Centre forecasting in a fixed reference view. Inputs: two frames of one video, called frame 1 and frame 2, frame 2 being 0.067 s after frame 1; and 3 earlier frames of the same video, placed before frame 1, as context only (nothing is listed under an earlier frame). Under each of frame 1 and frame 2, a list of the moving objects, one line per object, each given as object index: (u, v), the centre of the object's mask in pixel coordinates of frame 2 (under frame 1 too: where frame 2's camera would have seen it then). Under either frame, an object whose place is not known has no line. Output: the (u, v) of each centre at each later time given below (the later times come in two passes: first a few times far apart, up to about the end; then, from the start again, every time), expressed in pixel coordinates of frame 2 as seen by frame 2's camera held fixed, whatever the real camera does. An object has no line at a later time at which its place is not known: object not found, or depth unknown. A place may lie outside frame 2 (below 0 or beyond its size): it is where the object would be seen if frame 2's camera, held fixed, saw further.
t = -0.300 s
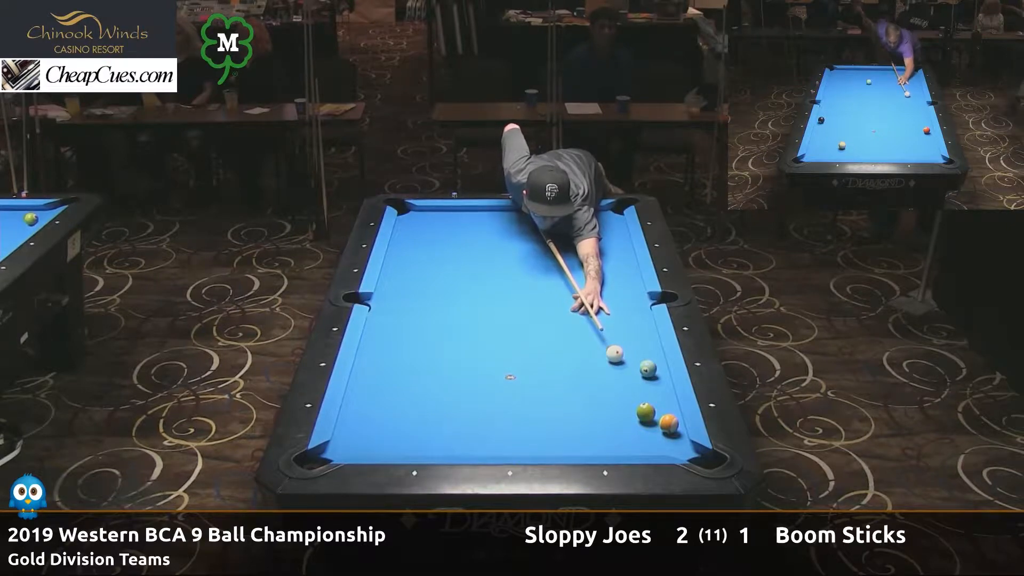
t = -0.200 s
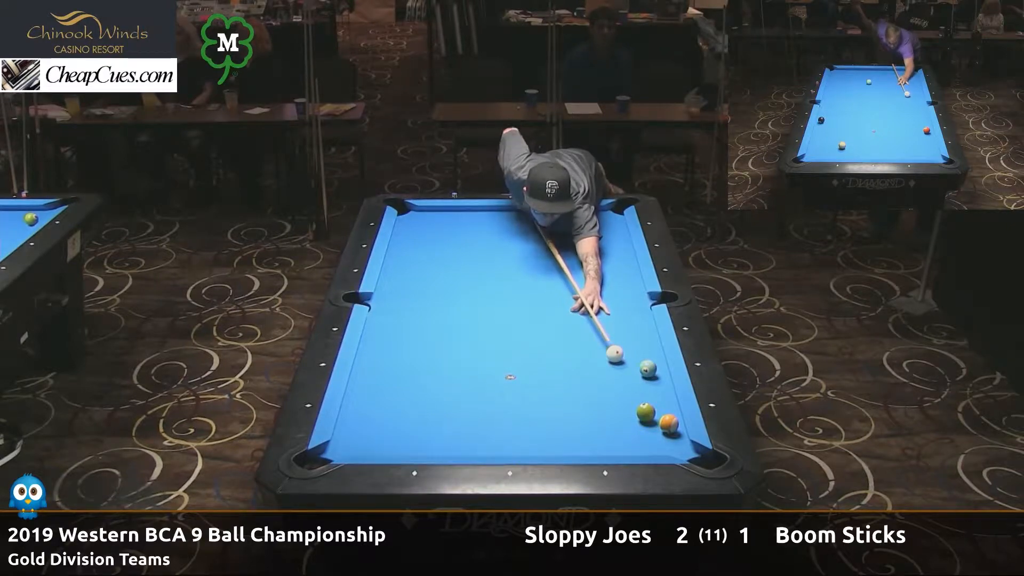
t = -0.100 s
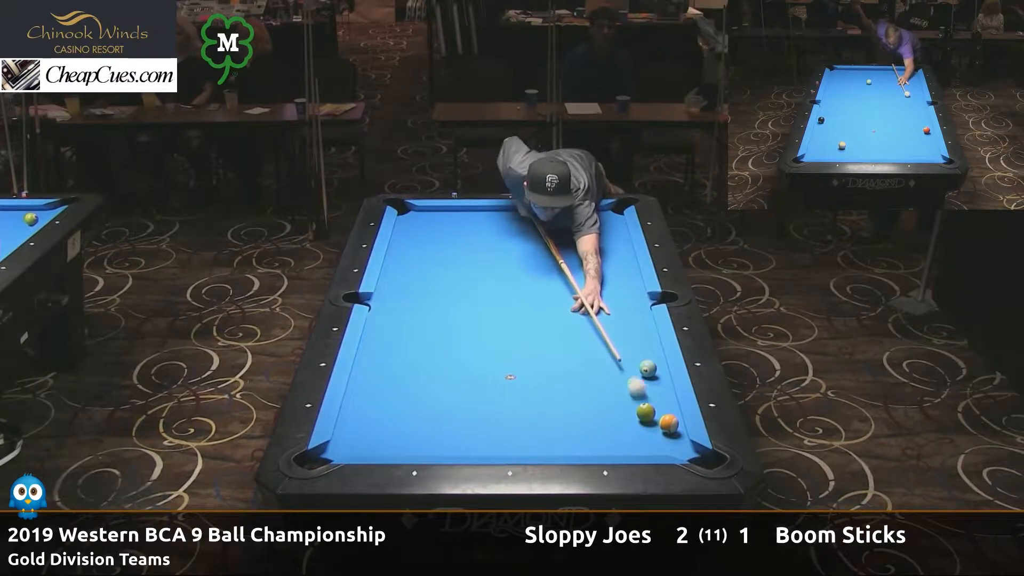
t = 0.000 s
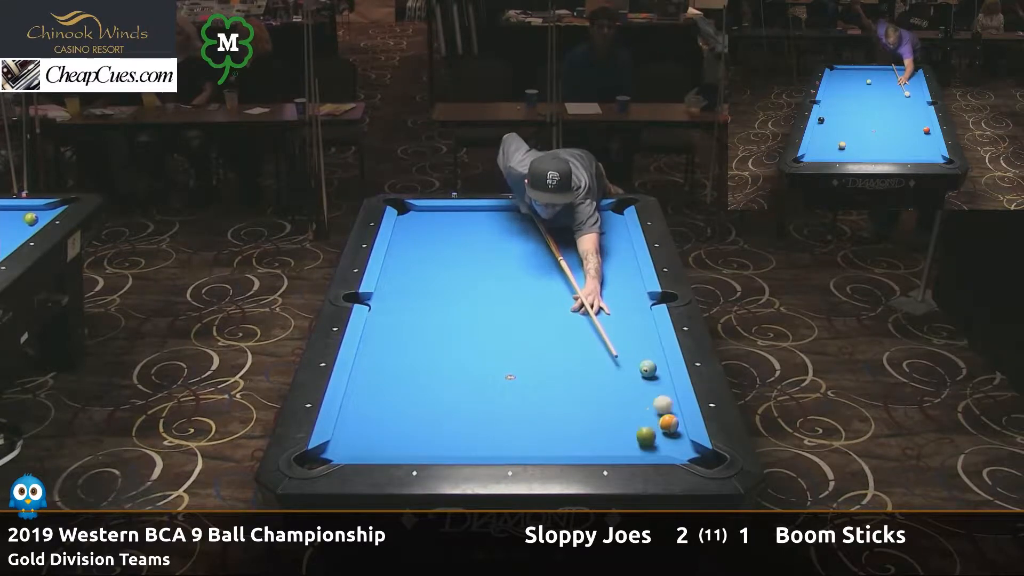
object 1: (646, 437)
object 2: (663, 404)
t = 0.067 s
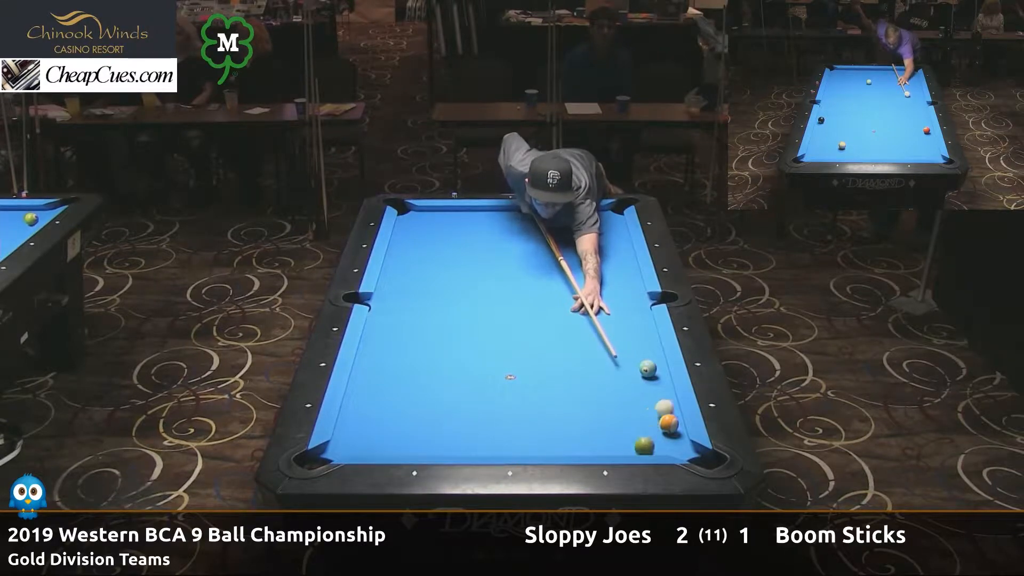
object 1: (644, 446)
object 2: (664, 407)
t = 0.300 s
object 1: (597, 419)
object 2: (668, 408)
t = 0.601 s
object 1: (525, 399)
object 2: (658, 408)
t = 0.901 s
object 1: (459, 381)
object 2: (646, 408)
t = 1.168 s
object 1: (405, 366)
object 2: (636, 407)
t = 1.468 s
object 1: (372, 351)
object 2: (628, 406)
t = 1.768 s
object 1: (408, 343)
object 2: (622, 406)
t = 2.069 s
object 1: (441, 336)
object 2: (618, 406)
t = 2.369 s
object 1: (471, 329)
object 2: (616, 406)
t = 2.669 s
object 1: (498, 322)
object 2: (616, 406)
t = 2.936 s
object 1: (521, 317)
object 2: (616, 406)
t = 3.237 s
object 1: (544, 312)
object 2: (616, 406)
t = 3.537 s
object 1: (565, 307)
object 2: (616, 406)
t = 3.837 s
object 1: (584, 303)
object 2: (616, 406)
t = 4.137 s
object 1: (601, 299)
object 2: (616, 406)
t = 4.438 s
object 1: (616, 295)
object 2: (616, 406)
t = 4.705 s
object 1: (629, 293)
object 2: (616, 406)
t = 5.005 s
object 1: (636, 291)
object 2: (616, 406)
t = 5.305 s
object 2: (616, 406)
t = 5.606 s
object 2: (616, 406)
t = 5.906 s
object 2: (616, 406)
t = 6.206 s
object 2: (616, 406)
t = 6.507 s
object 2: (616, 406)
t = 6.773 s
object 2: (616, 406)
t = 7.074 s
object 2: (616, 406)
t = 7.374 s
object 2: (616, 406)
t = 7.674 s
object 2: (616, 406)
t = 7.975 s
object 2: (616, 406)
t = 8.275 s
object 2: (616, 406)
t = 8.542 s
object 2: (616, 406)
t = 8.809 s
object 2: (616, 406)
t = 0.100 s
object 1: (642, 440)
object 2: (658, 410)
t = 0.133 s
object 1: (640, 432)
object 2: (654, 413)
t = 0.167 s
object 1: (638, 426)
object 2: (652, 416)
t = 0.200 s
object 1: (627, 424)
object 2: (655, 414)
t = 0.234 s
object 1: (616, 423)
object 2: (659, 411)
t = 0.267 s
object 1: (607, 421)
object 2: (664, 409)
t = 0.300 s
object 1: (597, 419)
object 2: (668, 408)
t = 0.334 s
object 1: (589, 417)
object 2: (671, 408)
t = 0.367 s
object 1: (580, 415)
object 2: (669, 407)
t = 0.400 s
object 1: (572, 412)
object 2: (667, 407)
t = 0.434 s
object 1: (564, 410)
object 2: (665, 407)
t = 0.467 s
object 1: (556, 408)
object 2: (664, 408)
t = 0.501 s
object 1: (548, 406)
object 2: (662, 408)
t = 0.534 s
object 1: (540, 403)
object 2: (661, 408)
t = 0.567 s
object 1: (532, 401)
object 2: (659, 408)
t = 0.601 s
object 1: (525, 399)
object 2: (658, 408)
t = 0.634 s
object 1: (517, 397)
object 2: (656, 408)
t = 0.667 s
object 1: (509, 395)
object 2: (655, 408)
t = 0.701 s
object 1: (502, 393)
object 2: (654, 409)
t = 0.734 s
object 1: (494, 391)
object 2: (652, 408)
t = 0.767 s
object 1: (487, 389)
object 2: (651, 408)
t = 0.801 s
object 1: (480, 386)
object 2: (649, 408)
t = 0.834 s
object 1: (472, 385)
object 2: (648, 408)
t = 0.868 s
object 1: (465, 383)
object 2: (647, 408)
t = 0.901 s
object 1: (459, 381)
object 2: (646, 408)
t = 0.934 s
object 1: (452, 379)
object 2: (644, 408)
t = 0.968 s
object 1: (445, 377)
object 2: (643, 408)
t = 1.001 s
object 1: (438, 375)
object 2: (642, 407)
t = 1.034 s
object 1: (431, 373)
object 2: (641, 407)
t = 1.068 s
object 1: (425, 372)
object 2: (640, 407)
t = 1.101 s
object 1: (418, 369)
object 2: (639, 407)
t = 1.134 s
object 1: (412, 367)
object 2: (637, 407)
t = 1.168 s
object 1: (405, 366)
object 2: (636, 407)
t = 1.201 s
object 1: (399, 364)
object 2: (635, 407)
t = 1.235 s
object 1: (393, 362)
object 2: (634, 407)
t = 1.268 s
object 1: (387, 360)
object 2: (633, 407)
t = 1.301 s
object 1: (380, 359)
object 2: (632, 407)
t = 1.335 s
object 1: (375, 357)
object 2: (631, 407)
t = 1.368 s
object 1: (368, 355)
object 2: (631, 406)
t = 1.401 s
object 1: (364, 354)
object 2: (630, 406)
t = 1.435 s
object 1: (368, 352)
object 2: (629, 406)
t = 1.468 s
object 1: (372, 351)
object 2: (628, 406)
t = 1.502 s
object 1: (377, 350)
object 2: (628, 406)
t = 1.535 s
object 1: (381, 350)
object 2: (627, 406)
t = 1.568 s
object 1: (385, 349)
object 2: (626, 406)
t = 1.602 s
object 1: (389, 348)
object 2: (625, 406)
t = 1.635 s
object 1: (392, 347)
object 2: (624, 406)
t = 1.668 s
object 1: (396, 346)
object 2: (624, 406)
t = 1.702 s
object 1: (400, 345)
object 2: (623, 406)
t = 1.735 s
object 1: (404, 344)
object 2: (623, 406)
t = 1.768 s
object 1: (408, 343)
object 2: (622, 406)
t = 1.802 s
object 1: (412, 342)
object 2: (622, 406)
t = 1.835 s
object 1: (415, 342)
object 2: (621, 406)
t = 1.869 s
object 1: (419, 341)
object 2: (620, 406)
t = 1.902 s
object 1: (423, 340)
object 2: (620, 406)
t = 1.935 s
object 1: (427, 339)
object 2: (620, 406)
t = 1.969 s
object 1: (431, 338)
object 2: (619, 406)
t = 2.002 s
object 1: (434, 337)
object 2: (619, 406)
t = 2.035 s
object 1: (437, 337)
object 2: (618, 406)
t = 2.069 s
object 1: (441, 336)
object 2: (618, 406)
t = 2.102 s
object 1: (444, 335)
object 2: (618, 406)
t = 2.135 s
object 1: (448, 334)
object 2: (617, 406)
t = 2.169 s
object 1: (451, 333)
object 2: (617, 406)
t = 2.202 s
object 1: (455, 333)
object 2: (617, 406)
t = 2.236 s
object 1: (458, 332)
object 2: (617, 406)
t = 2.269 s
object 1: (461, 331)
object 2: (617, 406)
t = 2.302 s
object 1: (464, 330)
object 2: (616, 406)
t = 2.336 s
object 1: (468, 330)
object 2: (616, 406)
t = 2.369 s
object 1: (471, 329)
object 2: (616, 406)
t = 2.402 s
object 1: (474, 329)
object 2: (616, 406)
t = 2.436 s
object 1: (477, 327)
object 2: (616, 406)
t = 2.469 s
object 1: (480, 327)
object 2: (616, 406)
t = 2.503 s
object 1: (483, 326)
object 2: (616, 406)
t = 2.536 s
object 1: (486, 325)
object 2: (616, 406)
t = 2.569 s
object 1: (490, 324)
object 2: (616, 406)
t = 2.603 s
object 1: (493, 324)
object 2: (616, 406)
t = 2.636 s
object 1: (495, 323)
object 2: (616, 406)
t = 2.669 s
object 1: (498, 322)
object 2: (616, 406)
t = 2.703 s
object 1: (501, 322)
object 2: (616, 406)
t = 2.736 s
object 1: (504, 321)
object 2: (616, 406)
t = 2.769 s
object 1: (507, 321)
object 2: (616, 406)
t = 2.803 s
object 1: (510, 320)
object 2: (616, 406)
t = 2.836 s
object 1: (513, 319)
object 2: (616, 406)
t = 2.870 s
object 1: (515, 319)
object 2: (616, 406)
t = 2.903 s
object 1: (518, 318)
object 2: (616, 406)
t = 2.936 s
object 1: (521, 317)
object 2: (616, 406)
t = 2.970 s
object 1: (523, 317)
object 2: (616, 406)
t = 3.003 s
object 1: (526, 316)
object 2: (616, 406)
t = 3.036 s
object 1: (529, 315)
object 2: (616, 406)
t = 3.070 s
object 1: (531, 315)
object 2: (616, 406)
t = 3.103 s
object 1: (534, 314)
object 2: (616, 406)
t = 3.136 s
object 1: (536, 314)
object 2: (616, 406)
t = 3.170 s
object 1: (539, 313)
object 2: (616, 406)
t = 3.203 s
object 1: (541, 313)
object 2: (616, 406)
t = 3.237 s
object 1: (544, 312)
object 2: (616, 406)
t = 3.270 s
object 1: (546, 311)
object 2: (616, 406)
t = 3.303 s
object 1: (549, 311)
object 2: (616, 406)
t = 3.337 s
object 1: (551, 310)
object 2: (616, 406)
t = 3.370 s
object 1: (554, 310)
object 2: (616, 406)
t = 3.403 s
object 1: (556, 309)
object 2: (616, 406)
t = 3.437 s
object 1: (558, 309)
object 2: (616, 406)
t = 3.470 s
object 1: (560, 308)
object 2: (616, 406)
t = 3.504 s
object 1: (563, 307)
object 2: (616, 406)
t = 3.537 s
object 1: (565, 307)
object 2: (616, 406)
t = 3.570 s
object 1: (567, 307)
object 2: (616, 406)
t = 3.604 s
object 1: (569, 306)
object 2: (616, 406)
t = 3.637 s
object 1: (572, 306)
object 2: (616, 406)
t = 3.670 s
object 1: (574, 305)
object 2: (616, 406)
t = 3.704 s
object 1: (576, 305)
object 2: (616, 406)
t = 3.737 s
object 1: (578, 304)
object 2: (616, 406)
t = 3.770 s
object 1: (580, 304)
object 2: (616, 406)
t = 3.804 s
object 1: (582, 303)
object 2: (616, 406)
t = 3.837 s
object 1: (584, 303)
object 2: (616, 406)
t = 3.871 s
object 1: (586, 302)
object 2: (616, 406)
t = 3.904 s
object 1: (588, 302)
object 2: (616, 406)
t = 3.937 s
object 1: (590, 301)
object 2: (616, 406)
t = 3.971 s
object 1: (592, 301)
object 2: (616, 406)
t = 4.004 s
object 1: (594, 300)
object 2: (616, 406)
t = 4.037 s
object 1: (596, 300)
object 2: (616, 406)
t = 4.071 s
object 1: (597, 299)
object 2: (616, 406)
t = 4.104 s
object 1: (599, 299)
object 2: (616, 406)
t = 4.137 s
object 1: (601, 299)
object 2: (616, 406)
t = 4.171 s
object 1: (603, 298)
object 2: (616, 406)
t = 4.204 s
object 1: (605, 298)
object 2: (616, 406)
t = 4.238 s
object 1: (606, 298)
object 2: (616, 406)
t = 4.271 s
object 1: (608, 297)
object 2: (616, 406)
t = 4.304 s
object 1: (610, 297)
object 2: (616, 406)
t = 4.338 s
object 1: (612, 296)
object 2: (616, 406)
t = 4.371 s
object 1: (613, 296)
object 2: (616, 406)
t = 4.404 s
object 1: (615, 296)
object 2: (616, 406)
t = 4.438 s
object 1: (616, 295)
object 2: (616, 406)
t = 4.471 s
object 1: (618, 295)
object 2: (616, 406)
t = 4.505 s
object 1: (620, 295)
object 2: (616, 406)
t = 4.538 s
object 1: (621, 294)
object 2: (616, 406)
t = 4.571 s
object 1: (623, 294)
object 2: (616, 406)
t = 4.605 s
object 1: (624, 294)
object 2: (616, 406)
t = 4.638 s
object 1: (626, 293)
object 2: (616, 406)
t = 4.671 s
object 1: (627, 293)
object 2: (616, 406)
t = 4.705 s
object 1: (629, 293)
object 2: (616, 406)
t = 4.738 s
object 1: (630, 293)
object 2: (616, 406)
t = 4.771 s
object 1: (631, 292)
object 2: (616, 406)
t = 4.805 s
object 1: (633, 292)
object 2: (616, 406)
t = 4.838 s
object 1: (634, 292)
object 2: (616, 406)
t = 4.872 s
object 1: (635, 292)
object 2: (616, 406)
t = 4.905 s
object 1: (637, 292)
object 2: (616, 406)
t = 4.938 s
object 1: (638, 291)
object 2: (616, 406)
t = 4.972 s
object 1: (637, 291)
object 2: (616, 406)
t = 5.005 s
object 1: (636, 291)
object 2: (616, 406)
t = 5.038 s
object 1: (635, 291)
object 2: (616, 406)
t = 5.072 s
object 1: (635, 291)
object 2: (616, 406)
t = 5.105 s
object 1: (634, 290)
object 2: (616, 406)
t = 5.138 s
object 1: (633, 290)
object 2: (616, 406)
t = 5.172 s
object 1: (632, 290)
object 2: (616, 406)
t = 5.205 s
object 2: (616, 406)
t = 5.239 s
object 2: (616, 406)
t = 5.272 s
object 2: (616, 406)
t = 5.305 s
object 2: (616, 406)
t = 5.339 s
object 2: (616, 406)
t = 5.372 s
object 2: (616, 406)
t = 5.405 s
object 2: (616, 406)
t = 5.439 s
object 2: (616, 406)
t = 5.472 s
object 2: (616, 406)
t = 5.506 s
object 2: (616, 406)
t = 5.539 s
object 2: (616, 406)
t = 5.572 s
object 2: (616, 406)
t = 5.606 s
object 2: (616, 406)
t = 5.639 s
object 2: (616, 406)
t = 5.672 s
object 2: (616, 406)
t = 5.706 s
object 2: (616, 406)
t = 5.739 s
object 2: (616, 406)
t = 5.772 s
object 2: (616, 406)
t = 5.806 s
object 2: (616, 406)
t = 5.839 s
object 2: (616, 406)
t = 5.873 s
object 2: (616, 406)
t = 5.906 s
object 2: (616, 406)
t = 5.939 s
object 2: (616, 406)
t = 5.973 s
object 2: (616, 406)
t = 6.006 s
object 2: (616, 406)
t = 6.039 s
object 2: (616, 406)
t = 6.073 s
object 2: (616, 406)
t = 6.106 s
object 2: (616, 406)
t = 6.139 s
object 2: (616, 406)
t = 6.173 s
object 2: (616, 406)
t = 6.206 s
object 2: (616, 406)
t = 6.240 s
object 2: (616, 406)
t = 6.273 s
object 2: (616, 406)
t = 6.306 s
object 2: (616, 406)
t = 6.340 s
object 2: (616, 406)
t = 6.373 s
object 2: (616, 406)
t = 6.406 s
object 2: (616, 406)
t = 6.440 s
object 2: (616, 406)
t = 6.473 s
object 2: (616, 406)
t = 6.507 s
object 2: (616, 406)
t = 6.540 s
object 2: (616, 406)
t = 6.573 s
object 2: (616, 406)
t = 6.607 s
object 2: (616, 406)
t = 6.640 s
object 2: (616, 406)
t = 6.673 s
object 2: (616, 406)
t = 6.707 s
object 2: (616, 406)
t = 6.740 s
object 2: (616, 406)
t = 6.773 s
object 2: (616, 406)
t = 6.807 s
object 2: (616, 406)
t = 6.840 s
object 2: (616, 406)
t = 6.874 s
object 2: (616, 406)
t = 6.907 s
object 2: (616, 406)
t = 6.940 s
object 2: (616, 406)
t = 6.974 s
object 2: (616, 406)
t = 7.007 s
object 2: (616, 406)
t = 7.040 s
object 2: (616, 406)
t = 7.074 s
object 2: (616, 406)
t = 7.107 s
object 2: (616, 406)
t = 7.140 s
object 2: (616, 406)
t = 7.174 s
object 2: (616, 406)
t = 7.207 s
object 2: (616, 406)
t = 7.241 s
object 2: (616, 406)
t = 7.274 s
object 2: (616, 406)
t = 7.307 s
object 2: (616, 406)
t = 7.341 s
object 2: (616, 406)
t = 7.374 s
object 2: (616, 406)
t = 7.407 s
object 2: (616, 406)
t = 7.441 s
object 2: (616, 406)
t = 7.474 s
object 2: (616, 406)
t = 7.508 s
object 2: (616, 406)
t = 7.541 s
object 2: (616, 406)
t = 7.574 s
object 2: (616, 406)
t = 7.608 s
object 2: (616, 406)
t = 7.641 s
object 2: (616, 406)
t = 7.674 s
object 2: (616, 406)
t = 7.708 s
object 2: (616, 406)
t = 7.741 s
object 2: (616, 406)
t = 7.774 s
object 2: (616, 406)
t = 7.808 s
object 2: (616, 406)
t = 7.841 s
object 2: (616, 406)
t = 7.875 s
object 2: (616, 406)
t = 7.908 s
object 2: (616, 406)
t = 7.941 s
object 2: (616, 406)
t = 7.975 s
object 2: (616, 406)
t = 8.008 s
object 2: (616, 406)
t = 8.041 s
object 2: (616, 406)
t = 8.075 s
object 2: (616, 406)
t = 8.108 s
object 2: (616, 406)
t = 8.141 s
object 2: (616, 406)
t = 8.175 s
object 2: (616, 406)
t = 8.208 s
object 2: (616, 406)
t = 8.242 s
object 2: (616, 406)
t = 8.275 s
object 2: (616, 406)
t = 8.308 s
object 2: (616, 406)
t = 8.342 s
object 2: (616, 406)
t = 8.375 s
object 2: (616, 406)
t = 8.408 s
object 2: (616, 406)
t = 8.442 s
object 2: (616, 406)
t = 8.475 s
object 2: (616, 406)
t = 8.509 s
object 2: (616, 406)
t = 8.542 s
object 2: (616, 406)
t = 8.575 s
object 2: (616, 406)
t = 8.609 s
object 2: (616, 406)
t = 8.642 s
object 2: (616, 406)
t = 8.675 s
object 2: (616, 406)
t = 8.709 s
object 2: (616, 406)
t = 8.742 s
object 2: (616, 406)
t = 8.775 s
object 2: (616, 406)
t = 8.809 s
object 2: (616, 406)
